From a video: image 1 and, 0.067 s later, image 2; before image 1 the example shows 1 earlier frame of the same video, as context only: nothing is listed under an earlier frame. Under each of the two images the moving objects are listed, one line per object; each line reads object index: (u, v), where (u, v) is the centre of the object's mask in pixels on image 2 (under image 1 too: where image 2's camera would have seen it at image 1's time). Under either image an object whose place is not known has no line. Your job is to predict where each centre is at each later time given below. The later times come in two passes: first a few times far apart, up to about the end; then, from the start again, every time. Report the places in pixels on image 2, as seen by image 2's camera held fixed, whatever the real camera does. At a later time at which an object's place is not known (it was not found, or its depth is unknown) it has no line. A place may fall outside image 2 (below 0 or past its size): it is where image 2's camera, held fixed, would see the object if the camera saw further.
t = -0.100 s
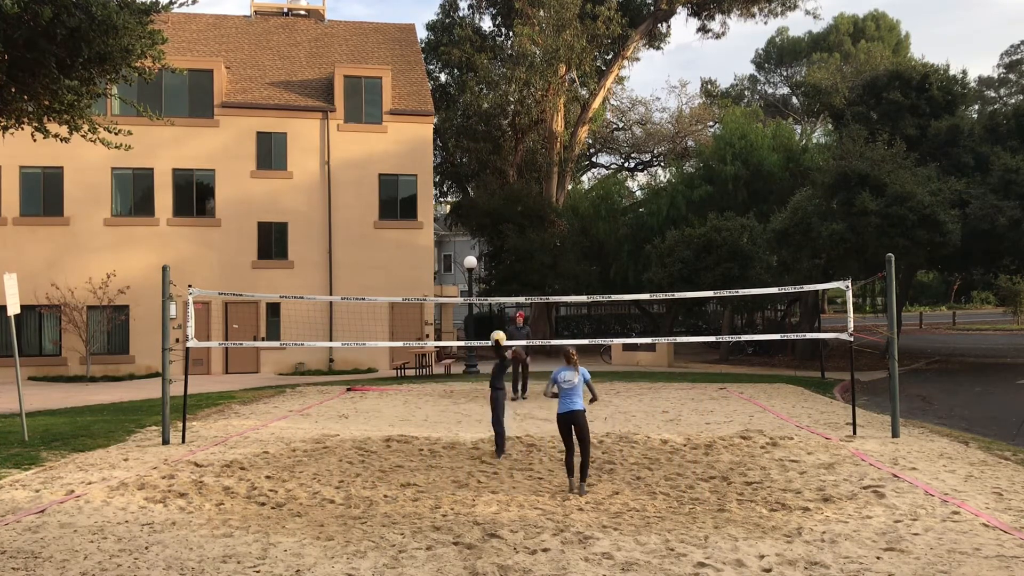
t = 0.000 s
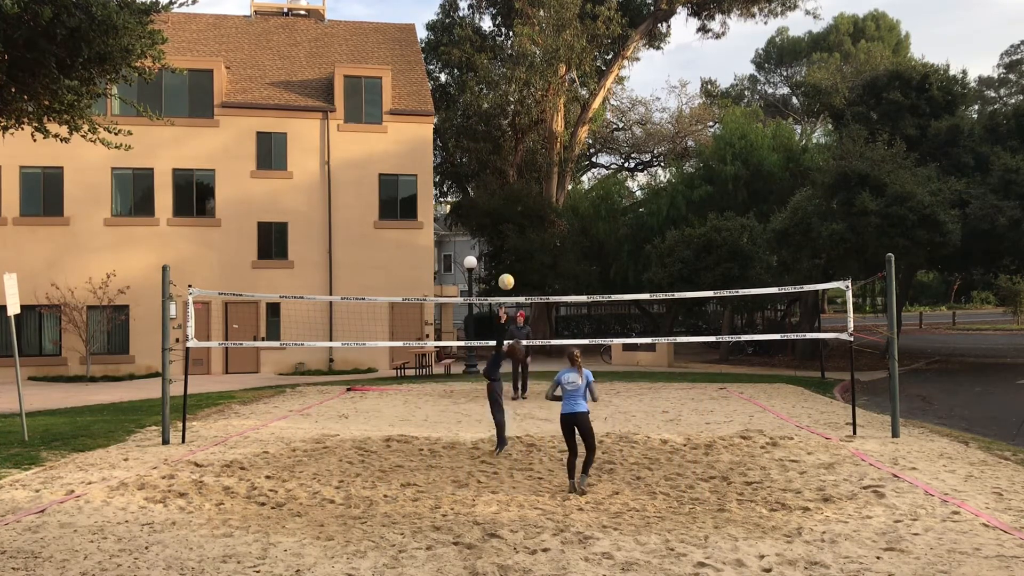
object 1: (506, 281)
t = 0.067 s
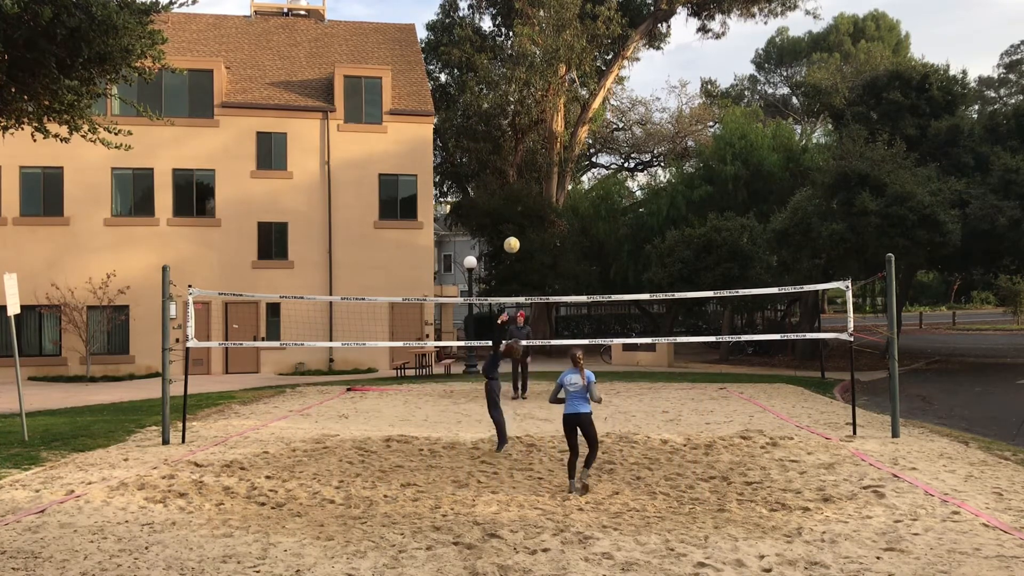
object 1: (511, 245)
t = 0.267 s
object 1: (528, 155)
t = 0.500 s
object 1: (547, 90)
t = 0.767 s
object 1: (570, 65)
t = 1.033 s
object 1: (593, 89)
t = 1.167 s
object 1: (604, 119)
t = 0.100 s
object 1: (514, 227)
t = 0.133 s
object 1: (517, 211)
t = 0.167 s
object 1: (520, 196)
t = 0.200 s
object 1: (522, 181)
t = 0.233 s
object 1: (525, 167)
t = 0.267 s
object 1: (528, 155)
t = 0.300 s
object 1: (530, 143)
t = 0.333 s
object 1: (533, 132)
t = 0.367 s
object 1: (536, 122)
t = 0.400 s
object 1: (539, 113)
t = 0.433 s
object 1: (541, 105)
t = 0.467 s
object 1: (544, 97)
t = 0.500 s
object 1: (547, 90)
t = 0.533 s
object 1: (550, 85)
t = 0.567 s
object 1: (553, 79)
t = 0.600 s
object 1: (556, 74)
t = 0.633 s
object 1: (559, 71)
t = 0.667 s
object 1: (561, 69)
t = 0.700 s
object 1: (564, 66)
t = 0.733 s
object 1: (567, 65)
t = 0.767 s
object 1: (570, 65)
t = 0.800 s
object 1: (573, 65)
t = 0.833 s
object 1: (576, 66)
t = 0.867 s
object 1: (579, 69)
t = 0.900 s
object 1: (582, 71)
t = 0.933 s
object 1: (584, 74)
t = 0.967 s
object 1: (587, 78)
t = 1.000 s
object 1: (590, 83)
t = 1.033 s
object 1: (593, 89)
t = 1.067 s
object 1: (595, 95)
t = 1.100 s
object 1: (599, 101)
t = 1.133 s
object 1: (602, 111)
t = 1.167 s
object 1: (604, 119)
